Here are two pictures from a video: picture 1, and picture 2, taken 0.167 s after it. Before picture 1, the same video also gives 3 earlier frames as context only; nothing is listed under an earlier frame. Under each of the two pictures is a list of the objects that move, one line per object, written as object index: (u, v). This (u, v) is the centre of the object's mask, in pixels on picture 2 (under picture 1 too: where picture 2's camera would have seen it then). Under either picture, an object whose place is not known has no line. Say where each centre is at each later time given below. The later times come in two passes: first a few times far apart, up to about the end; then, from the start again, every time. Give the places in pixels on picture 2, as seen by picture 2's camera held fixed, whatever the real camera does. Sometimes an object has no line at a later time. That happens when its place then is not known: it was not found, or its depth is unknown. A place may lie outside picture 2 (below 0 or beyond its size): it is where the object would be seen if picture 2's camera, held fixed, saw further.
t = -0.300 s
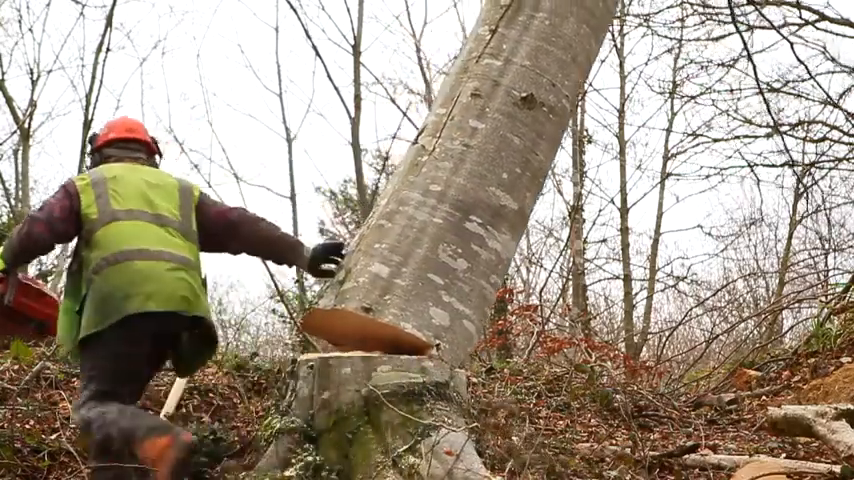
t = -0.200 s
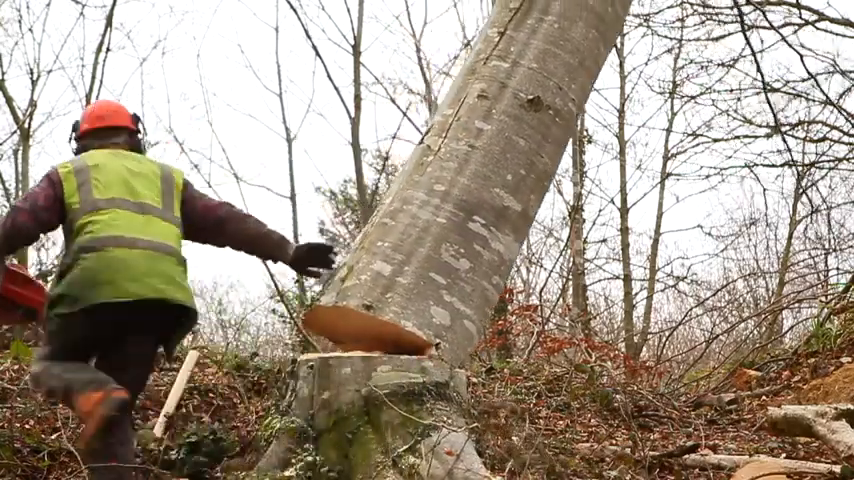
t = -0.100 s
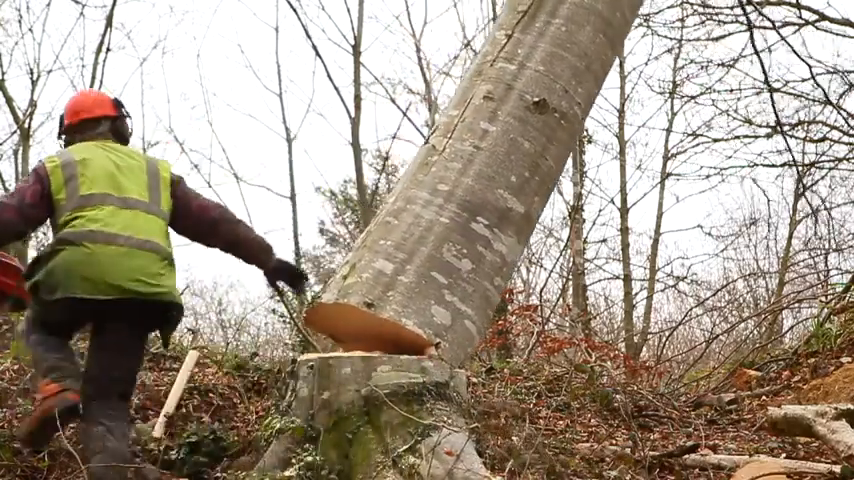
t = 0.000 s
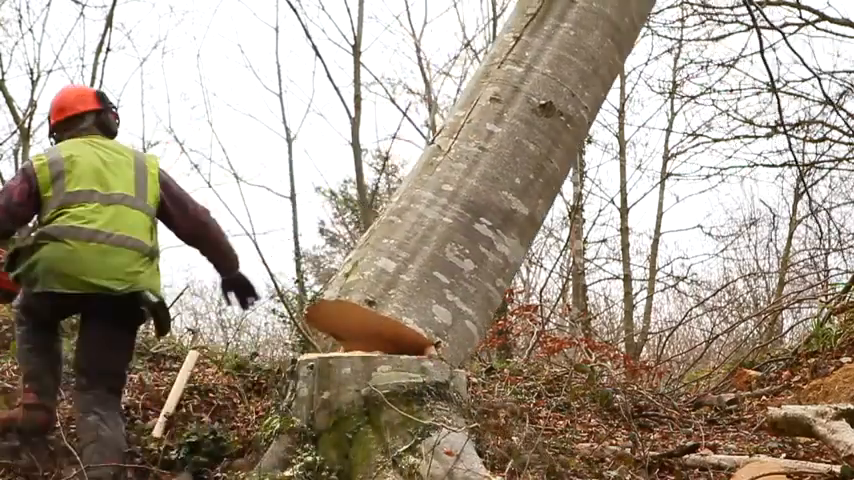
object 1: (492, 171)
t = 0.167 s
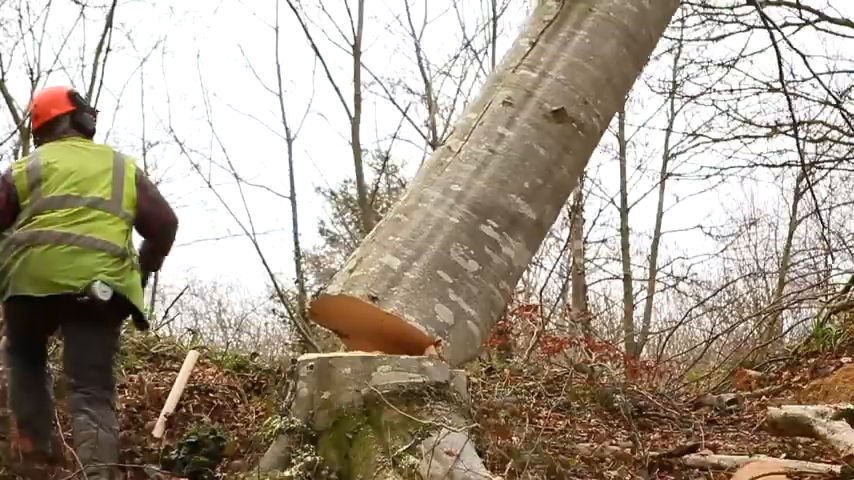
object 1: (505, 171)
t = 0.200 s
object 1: (509, 171)
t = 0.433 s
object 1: (533, 171)
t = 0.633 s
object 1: (542, 185)
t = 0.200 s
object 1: (509, 171)
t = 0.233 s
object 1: (511, 171)
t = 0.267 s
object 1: (515, 171)
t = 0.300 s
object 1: (518, 170)
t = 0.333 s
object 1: (523, 170)
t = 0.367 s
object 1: (525, 170)
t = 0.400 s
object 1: (528, 170)
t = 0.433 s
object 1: (533, 171)
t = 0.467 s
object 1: (535, 172)
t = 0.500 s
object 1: (541, 173)
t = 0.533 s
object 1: (545, 173)
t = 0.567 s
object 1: (548, 174)
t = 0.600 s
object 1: (539, 185)
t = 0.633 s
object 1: (542, 185)
